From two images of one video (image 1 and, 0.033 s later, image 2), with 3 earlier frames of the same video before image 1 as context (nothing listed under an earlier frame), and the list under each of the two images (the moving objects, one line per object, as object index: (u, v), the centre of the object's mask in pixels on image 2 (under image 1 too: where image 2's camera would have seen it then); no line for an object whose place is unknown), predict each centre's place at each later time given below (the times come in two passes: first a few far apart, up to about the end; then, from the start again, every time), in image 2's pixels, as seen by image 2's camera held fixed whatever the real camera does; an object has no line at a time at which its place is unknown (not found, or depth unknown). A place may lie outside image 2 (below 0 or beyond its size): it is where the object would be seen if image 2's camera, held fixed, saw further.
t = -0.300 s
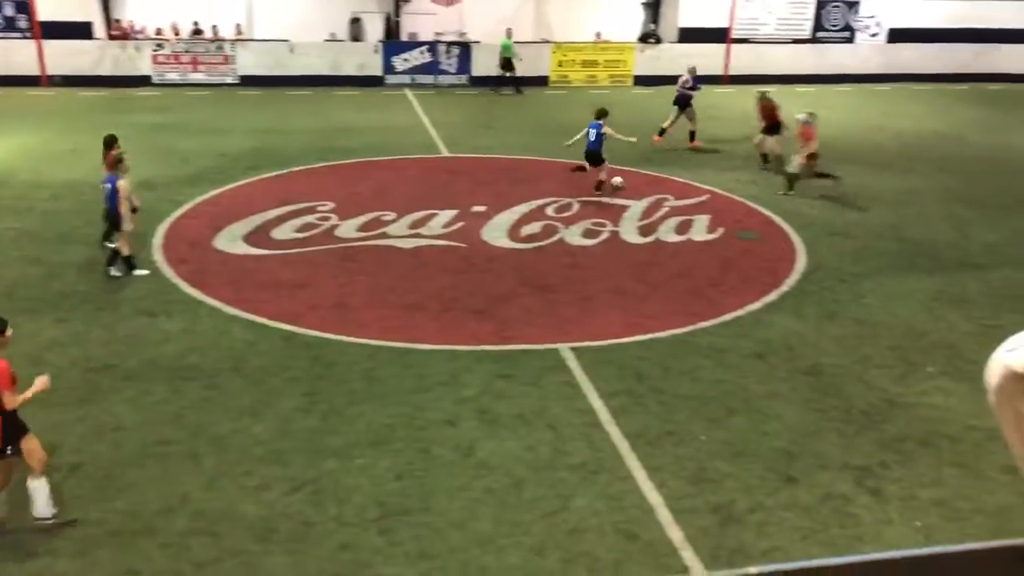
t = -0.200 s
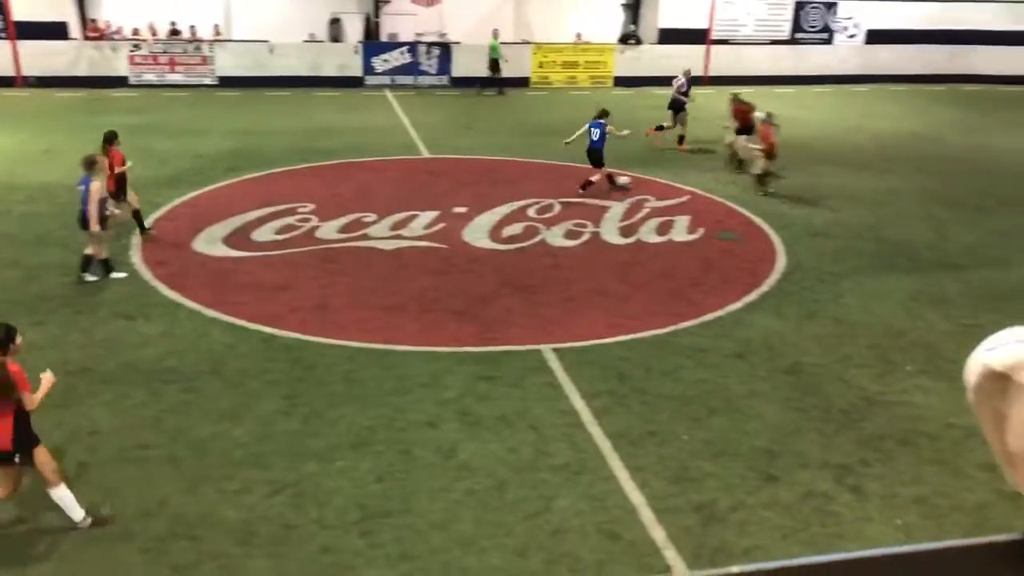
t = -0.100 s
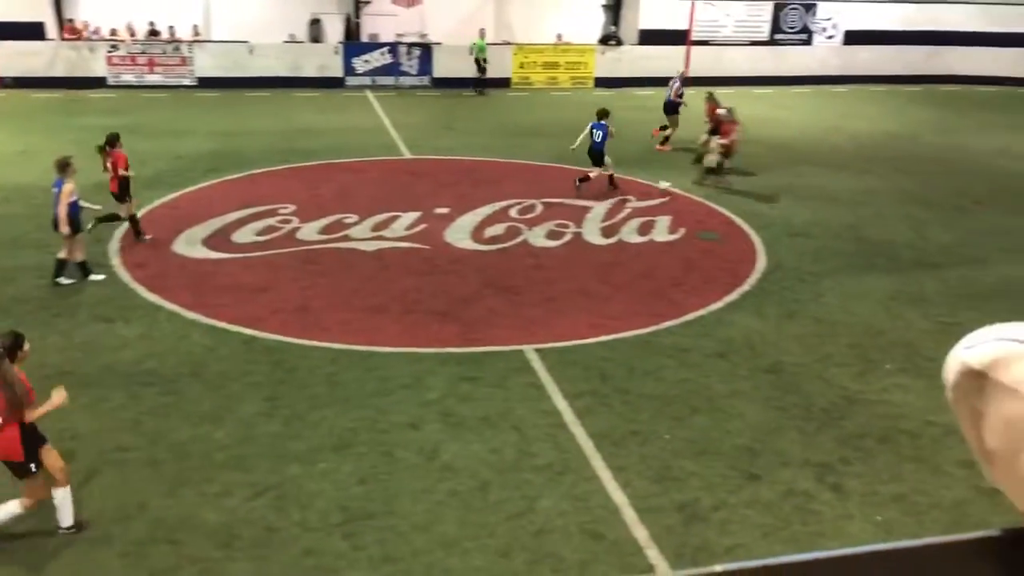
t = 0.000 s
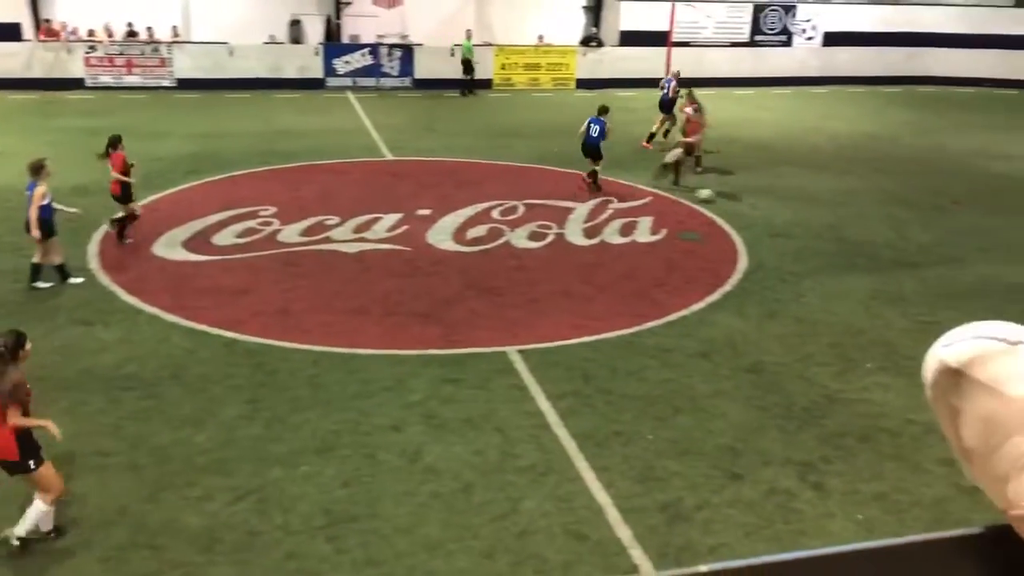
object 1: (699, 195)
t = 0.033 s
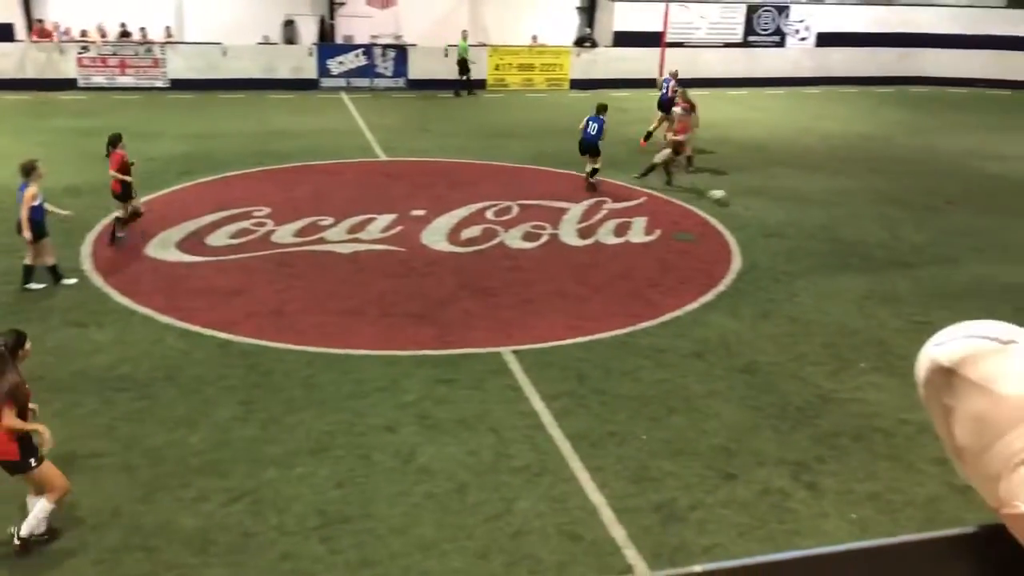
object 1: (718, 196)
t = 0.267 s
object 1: (841, 208)
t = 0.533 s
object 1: (964, 220)
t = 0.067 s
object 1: (734, 196)
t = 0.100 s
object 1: (753, 200)
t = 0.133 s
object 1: (772, 202)
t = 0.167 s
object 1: (791, 205)
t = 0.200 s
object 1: (808, 205)
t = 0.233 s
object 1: (824, 207)
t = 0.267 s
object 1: (841, 208)
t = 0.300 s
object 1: (858, 211)
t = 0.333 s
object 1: (874, 213)
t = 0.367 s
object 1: (891, 214)
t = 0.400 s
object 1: (905, 214)
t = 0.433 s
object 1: (920, 216)
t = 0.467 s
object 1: (934, 218)
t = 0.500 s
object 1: (950, 219)
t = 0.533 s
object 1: (964, 220)
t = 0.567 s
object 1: (978, 222)
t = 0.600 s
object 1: (991, 224)
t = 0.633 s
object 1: (1005, 224)
